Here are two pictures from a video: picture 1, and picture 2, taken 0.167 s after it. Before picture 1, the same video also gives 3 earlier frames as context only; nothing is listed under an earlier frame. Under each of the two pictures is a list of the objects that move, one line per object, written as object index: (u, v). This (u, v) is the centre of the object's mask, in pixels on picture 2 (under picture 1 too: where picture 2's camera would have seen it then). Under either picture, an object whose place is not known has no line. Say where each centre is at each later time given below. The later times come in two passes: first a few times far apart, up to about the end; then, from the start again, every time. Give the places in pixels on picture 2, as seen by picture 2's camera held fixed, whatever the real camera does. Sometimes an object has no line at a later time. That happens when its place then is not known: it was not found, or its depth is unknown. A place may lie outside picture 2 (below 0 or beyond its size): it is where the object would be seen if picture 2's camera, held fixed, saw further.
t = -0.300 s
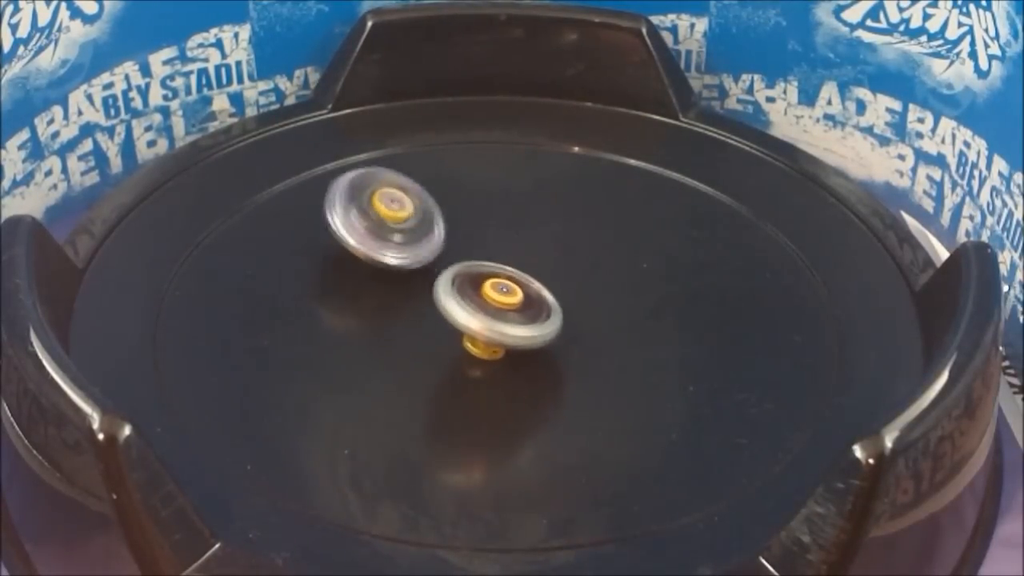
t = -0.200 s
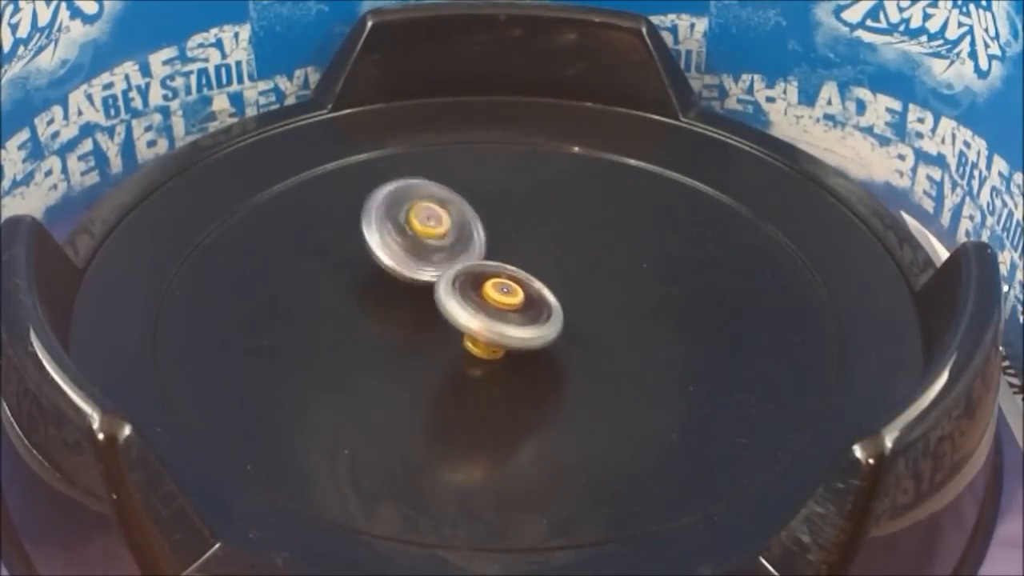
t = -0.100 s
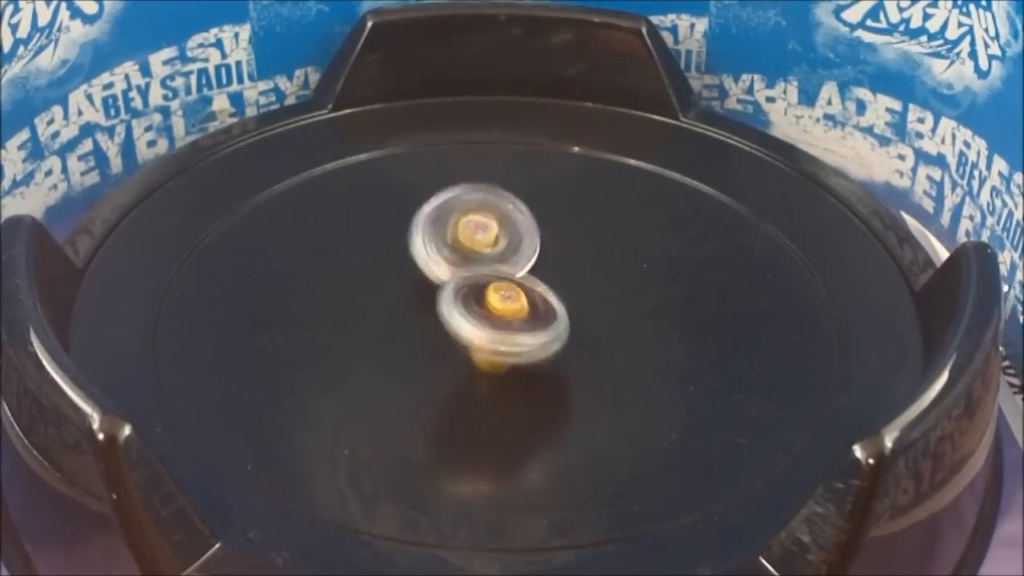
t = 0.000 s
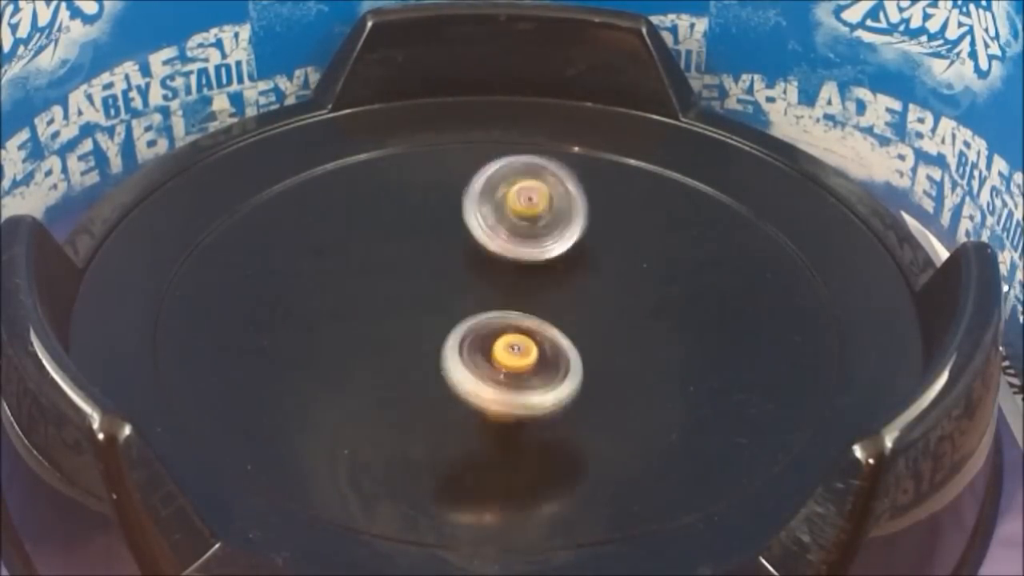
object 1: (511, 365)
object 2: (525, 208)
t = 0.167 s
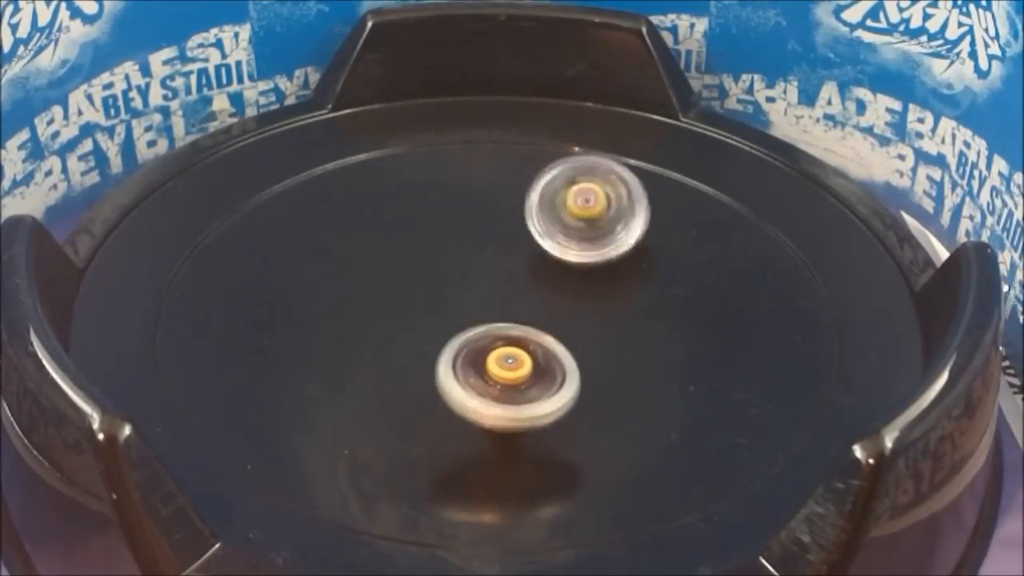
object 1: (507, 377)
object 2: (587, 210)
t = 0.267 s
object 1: (523, 371)
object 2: (612, 231)
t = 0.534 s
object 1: (539, 362)
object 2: (653, 316)
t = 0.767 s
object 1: (472, 369)
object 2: (654, 378)
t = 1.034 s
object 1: (444, 343)
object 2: (542, 411)
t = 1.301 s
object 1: (450, 292)
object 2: (396, 393)
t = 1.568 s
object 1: (456, 266)
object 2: (333, 305)
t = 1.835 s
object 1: (484, 260)
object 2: (368, 226)
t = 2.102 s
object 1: (548, 311)
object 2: (461, 193)
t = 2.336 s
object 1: (642, 361)
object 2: (572, 219)
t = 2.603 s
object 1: (560, 359)
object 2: (677, 311)
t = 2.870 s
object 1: (442, 348)
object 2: (622, 387)
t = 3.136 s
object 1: (444, 318)
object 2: (482, 413)
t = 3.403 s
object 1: (490, 324)
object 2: (340, 343)
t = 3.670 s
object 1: (519, 334)
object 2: (333, 245)
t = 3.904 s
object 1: (526, 343)
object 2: (424, 203)
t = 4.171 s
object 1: (517, 347)
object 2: (565, 231)
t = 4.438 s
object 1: (503, 339)
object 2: (652, 312)
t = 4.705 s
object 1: (500, 322)
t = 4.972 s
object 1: (512, 304)
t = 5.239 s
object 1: (531, 295)
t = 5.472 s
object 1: (546, 295)
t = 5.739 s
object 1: (550, 304)
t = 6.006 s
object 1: (537, 312)
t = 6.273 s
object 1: (497, 312)
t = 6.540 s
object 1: (473, 300)
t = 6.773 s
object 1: (469, 285)
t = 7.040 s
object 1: (496, 286)
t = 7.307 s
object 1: (547, 310)
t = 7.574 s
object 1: (558, 321)
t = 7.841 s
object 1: (538, 369)
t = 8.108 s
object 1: (511, 364)
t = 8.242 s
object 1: (486, 352)
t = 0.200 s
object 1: (512, 375)
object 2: (597, 215)
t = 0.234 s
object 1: (517, 373)
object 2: (605, 223)
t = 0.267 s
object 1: (523, 371)
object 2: (612, 231)
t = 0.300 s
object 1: (529, 369)
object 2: (618, 240)
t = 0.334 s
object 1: (534, 367)
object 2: (622, 249)
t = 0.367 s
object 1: (540, 365)
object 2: (626, 260)
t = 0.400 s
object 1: (545, 363)
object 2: (628, 272)
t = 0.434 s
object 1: (550, 362)
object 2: (631, 284)
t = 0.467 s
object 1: (555, 360)
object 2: (636, 293)
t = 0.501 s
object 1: (558, 357)
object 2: (642, 303)
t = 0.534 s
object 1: (539, 362)
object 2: (653, 316)
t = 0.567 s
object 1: (518, 370)
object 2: (660, 327)
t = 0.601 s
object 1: (500, 374)
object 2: (667, 336)
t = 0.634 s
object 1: (486, 375)
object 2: (671, 345)
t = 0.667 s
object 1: (477, 374)
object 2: (672, 354)
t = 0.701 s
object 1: (471, 372)
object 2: (670, 363)
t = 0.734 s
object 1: (471, 370)
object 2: (664, 371)
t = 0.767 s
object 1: (472, 369)
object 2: (654, 378)
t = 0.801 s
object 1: (475, 368)
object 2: (642, 384)
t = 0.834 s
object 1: (477, 368)
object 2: (627, 388)
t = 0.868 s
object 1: (479, 368)
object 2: (609, 392)
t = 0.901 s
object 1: (472, 365)
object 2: (598, 398)
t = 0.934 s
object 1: (460, 358)
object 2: (587, 404)
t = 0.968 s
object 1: (451, 352)
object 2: (574, 408)
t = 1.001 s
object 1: (446, 347)
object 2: (559, 410)
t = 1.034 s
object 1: (444, 343)
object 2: (542, 411)
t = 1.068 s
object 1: (443, 340)
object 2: (525, 410)
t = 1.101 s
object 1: (442, 338)
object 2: (507, 408)
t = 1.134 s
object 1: (441, 332)
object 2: (488, 408)
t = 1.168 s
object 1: (441, 324)
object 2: (468, 410)
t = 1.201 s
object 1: (444, 314)
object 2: (448, 409)
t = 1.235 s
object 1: (447, 305)
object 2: (429, 405)
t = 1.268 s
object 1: (449, 298)
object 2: (412, 400)
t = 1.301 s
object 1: (450, 292)
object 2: (396, 393)
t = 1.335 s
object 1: (450, 288)
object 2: (382, 385)
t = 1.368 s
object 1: (449, 284)
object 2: (370, 376)
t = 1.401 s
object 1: (449, 280)
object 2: (360, 366)
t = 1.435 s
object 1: (449, 277)
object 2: (351, 355)
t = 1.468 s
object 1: (450, 274)
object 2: (344, 343)
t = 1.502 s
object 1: (452, 271)
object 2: (339, 330)
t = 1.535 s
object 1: (454, 268)
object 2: (335, 317)
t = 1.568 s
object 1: (456, 266)
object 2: (333, 305)
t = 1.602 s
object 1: (458, 264)
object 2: (333, 293)
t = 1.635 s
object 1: (461, 263)
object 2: (334, 281)
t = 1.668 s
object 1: (464, 262)
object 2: (337, 270)
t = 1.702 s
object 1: (467, 261)
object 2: (341, 259)
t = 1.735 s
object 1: (471, 260)
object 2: (346, 249)
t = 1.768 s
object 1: (475, 260)
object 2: (353, 240)
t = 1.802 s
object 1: (480, 260)
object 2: (360, 232)
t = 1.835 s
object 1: (484, 260)
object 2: (368, 226)
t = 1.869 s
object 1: (488, 260)
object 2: (377, 221)
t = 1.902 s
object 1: (493, 261)
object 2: (387, 217)
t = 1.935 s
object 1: (497, 261)
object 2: (396, 215)
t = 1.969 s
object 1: (502, 262)
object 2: (406, 214)
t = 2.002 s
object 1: (506, 263)
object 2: (416, 214)
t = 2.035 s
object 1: (515, 268)
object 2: (431, 209)
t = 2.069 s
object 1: (530, 292)
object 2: (447, 202)
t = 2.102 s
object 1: (548, 311)
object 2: (461, 193)
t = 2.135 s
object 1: (566, 328)
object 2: (477, 186)
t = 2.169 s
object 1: (583, 341)
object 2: (492, 186)
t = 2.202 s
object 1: (600, 351)
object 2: (507, 189)
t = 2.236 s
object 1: (615, 357)
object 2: (524, 194)
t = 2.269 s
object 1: (628, 361)
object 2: (540, 202)
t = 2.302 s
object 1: (637, 362)
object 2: (556, 210)
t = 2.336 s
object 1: (642, 361)
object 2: (572, 219)
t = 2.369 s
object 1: (643, 360)
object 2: (588, 230)
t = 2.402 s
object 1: (640, 360)
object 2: (604, 242)
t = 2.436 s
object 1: (633, 360)
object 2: (618, 251)
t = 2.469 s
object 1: (623, 360)
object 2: (632, 259)
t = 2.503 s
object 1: (611, 360)
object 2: (648, 268)
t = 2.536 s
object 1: (595, 360)
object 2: (663, 281)
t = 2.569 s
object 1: (579, 359)
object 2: (673, 296)
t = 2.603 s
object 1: (560, 359)
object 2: (677, 311)
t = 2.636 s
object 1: (542, 359)
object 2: (676, 325)
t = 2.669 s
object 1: (523, 359)
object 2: (677, 337)
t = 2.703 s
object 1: (504, 357)
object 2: (675, 348)
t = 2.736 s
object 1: (487, 354)
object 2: (670, 358)
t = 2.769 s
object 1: (473, 352)
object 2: (662, 365)
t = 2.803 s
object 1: (460, 350)
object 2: (651, 373)
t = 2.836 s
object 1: (450, 348)
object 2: (638, 381)
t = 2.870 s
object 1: (442, 348)
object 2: (622, 387)
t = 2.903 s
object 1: (439, 347)
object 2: (605, 392)
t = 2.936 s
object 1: (440, 347)
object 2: (586, 396)
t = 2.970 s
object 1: (443, 347)
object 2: (566, 400)
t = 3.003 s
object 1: (444, 343)
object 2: (548, 406)
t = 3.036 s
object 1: (439, 333)
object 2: (535, 412)
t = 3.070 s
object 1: (438, 326)
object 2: (520, 416)
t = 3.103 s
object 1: (439, 320)
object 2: (504, 415)
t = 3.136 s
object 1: (444, 318)
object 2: (482, 413)
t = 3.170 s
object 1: (450, 317)
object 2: (460, 407)
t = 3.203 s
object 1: (455, 317)
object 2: (440, 402)
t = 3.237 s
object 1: (461, 318)
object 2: (418, 395)
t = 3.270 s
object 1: (467, 319)
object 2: (399, 386)
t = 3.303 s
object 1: (473, 320)
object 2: (381, 377)
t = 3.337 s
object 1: (478, 321)
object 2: (365, 367)
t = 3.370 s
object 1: (484, 323)
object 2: (351, 355)
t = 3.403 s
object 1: (490, 324)
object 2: (340, 343)
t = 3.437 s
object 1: (495, 325)
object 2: (331, 330)
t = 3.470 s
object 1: (499, 326)
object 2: (325, 317)
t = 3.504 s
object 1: (503, 328)
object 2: (321, 305)
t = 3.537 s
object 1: (507, 329)
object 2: (319, 291)
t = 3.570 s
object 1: (510, 330)
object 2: (320, 279)
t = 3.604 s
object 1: (513, 331)
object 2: (323, 267)
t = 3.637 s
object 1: (516, 333)
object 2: (327, 255)
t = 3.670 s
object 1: (519, 334)
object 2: (333, 245)
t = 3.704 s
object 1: (521, 335)
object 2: (343, 236)
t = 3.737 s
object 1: (523, 337)
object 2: (353, 227)
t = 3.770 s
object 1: (524, 338)
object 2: (365, 220)
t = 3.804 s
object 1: (525, 340)
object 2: (378, 213)
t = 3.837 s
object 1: (525, 341)
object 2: (393, 208)
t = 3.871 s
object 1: (526, 342)
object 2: (408, 205)
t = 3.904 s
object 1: (526, 343)
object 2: (424, 203)
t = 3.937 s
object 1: (526, 344)
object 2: (441, 203)
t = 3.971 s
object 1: (526, 345)
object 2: (458, 203)
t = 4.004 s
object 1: (525, 346)
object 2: (476, 205)
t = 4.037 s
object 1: (523, 347)
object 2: (494, 209)
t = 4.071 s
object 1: (522, 347)
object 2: (512, 213)
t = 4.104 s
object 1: (520, 348)
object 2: (530, 218)
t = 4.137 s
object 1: (519, 348)
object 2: (548, 224)
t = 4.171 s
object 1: (517, 347)
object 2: (565, 231)
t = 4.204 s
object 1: (515, 347)
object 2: (581, 238)
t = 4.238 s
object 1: (513, 347)
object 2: (596, 247)
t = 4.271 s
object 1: (511, 346)
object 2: (610, 257)
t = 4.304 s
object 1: (509, 345)
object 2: (622, 266)
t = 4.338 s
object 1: (507, 344)
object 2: (632, 277)
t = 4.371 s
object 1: (506, 342)
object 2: (642, 289)
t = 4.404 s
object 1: (504, 341)
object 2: (648, 299)
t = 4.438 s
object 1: (503, 339)
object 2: (652, 312)
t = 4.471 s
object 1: (501, 337)
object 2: (655, 324)
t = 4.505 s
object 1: (500, 335)
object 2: (655, 335)
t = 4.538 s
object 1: (499, 333)
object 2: (652, 348)
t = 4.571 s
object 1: (499, 331)
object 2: (647, 360)
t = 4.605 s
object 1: (499, 329)
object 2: (640, 371)
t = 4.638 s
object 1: (499, 327)
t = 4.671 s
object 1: (499, 324)
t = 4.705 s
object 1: (500, 322)
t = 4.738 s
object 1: (501, 319)
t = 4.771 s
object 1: (502, 317)
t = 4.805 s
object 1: (503, 314)
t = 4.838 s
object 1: (505, 312)
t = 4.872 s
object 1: (507, 310)
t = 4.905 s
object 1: (508, 307)
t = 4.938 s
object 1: (510, 305)
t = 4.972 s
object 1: (512, 304)
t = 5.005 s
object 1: (515, 302)
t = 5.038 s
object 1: (517, 301)
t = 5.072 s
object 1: (519, 300)
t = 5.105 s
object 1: (522, 298)
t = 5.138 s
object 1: (524, 297)
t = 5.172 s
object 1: (526, 296)
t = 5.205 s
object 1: (529, 296)
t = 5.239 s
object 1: (531, 295)
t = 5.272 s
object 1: (534, 295)
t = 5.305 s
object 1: (536, 294)
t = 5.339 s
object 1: (539, 294)
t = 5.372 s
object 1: (540, 294)
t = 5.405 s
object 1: (542, 294)
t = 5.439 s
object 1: (544, 295)
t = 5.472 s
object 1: (546, 295)
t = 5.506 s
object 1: (547, 296)
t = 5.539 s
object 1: (549, 297)
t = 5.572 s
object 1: (550, 297)
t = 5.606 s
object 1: (550, 298)
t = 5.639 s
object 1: (550, 300)
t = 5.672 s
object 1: (551, 301)
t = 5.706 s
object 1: (550, 302)
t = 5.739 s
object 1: (550, 304)
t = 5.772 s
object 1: (549, 305)
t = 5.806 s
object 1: (548, 306)
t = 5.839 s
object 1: (547, 308)
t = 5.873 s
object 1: (545, 309)
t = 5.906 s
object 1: (543, 311)
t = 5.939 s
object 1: (542, 311)
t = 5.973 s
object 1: (539, 312)
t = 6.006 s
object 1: (537, 312)
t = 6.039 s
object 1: (534, 313)
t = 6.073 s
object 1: (530, 313)
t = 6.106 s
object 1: (524, 314)
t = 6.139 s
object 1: (518, 313)
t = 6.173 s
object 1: (512, 313)
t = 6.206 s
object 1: (506, 313)
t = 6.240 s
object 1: (502, 313)
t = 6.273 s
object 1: (497, 312)
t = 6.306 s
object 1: (493, 311)
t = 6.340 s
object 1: (490, 310)
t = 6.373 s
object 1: (486, 309)
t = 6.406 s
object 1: (482, 307)
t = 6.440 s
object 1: (479, 306)
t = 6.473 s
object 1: (477, 303)
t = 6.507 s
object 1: (474, 301)
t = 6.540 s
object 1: (473, 300)
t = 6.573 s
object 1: (471, 298)
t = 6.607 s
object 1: (470, 296)
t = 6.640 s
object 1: (469, 294)
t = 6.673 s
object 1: (468, 291)
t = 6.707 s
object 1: (468, 289)
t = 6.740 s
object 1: (469, 287)
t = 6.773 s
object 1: (469, 285)
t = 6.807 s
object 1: (470, 283)
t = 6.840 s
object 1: (471, 281)
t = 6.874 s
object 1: (473, 280)
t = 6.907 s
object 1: (474, 279)
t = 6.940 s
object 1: (477, 278)
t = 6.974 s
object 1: (479, 277)
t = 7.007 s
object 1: (487, 282)
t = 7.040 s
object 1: (496, 286)
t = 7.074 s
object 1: (505, 295)
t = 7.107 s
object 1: (512, 300)
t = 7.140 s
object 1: (521, 304)
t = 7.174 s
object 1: (530, 306)
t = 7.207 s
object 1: (535, 306)
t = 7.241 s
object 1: (540, 308)
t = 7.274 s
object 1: (544, 308)
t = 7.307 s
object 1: (547, 310)
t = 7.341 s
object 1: (550, 310)
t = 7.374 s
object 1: (551, 311)
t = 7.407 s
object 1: (553, 312)
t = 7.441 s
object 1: (555, 314)
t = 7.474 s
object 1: (556, 315)
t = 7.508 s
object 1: (557, 317)
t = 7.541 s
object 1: (558, 318)
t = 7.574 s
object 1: (558, 321)
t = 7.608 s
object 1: (558, 323)
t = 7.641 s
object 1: (557, 336)
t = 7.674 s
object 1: (553, 347)
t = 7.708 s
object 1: (550, 356)
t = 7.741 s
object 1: (546, 361)
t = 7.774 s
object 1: (544, 365)
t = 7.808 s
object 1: (541, 368)
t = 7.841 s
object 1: (538, 369)
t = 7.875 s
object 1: (535, 370)
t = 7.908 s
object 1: (533, 370)
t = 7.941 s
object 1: (531, 370)
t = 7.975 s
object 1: (529, 369)
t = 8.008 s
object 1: (526, 368)
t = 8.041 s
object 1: (521, 367)
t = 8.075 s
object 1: (517, 366)
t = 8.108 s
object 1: (511, 364)
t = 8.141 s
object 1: (505, 363)
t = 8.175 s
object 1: (499, 360)
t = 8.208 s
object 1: (493, 356)
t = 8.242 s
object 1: (486, 352)
